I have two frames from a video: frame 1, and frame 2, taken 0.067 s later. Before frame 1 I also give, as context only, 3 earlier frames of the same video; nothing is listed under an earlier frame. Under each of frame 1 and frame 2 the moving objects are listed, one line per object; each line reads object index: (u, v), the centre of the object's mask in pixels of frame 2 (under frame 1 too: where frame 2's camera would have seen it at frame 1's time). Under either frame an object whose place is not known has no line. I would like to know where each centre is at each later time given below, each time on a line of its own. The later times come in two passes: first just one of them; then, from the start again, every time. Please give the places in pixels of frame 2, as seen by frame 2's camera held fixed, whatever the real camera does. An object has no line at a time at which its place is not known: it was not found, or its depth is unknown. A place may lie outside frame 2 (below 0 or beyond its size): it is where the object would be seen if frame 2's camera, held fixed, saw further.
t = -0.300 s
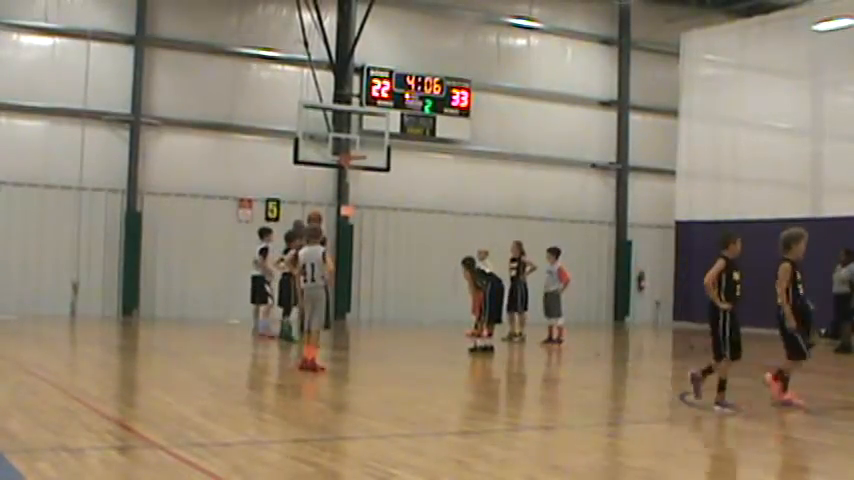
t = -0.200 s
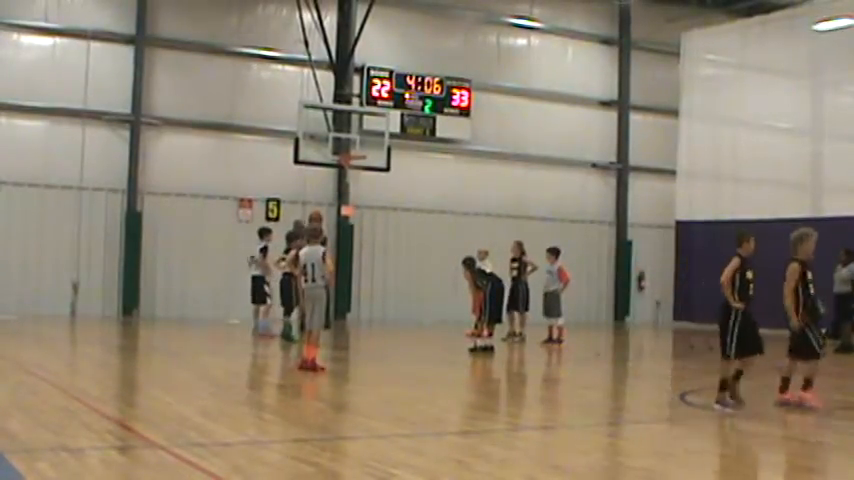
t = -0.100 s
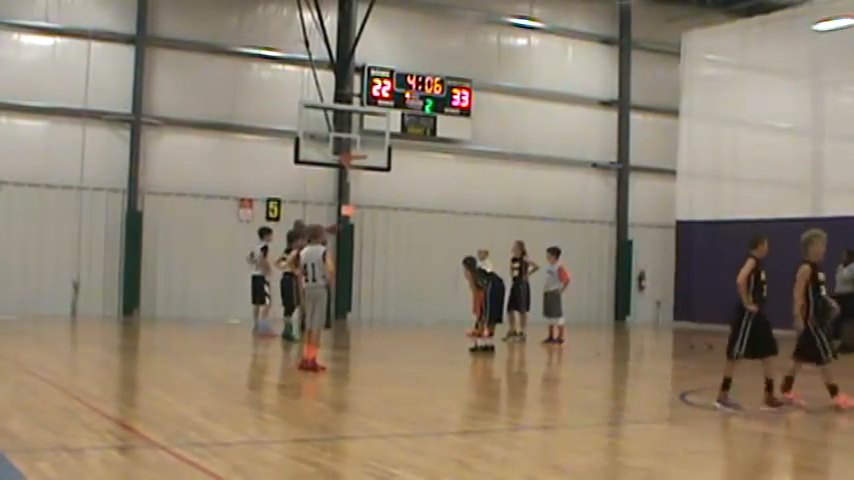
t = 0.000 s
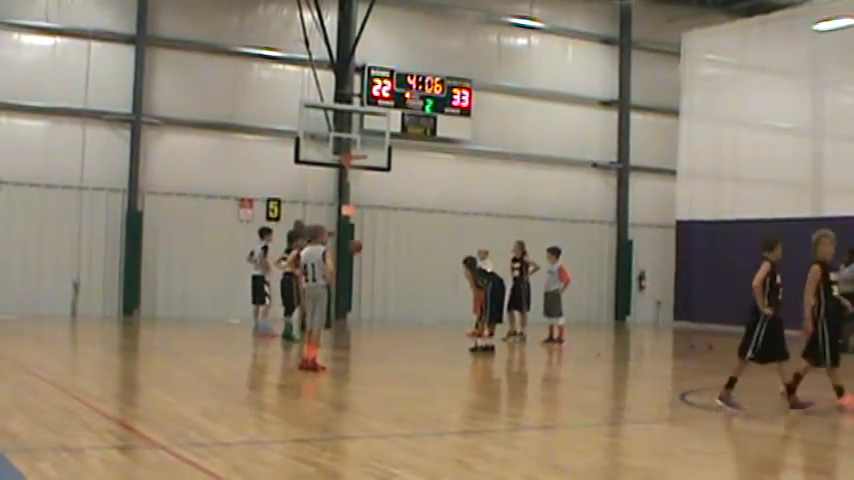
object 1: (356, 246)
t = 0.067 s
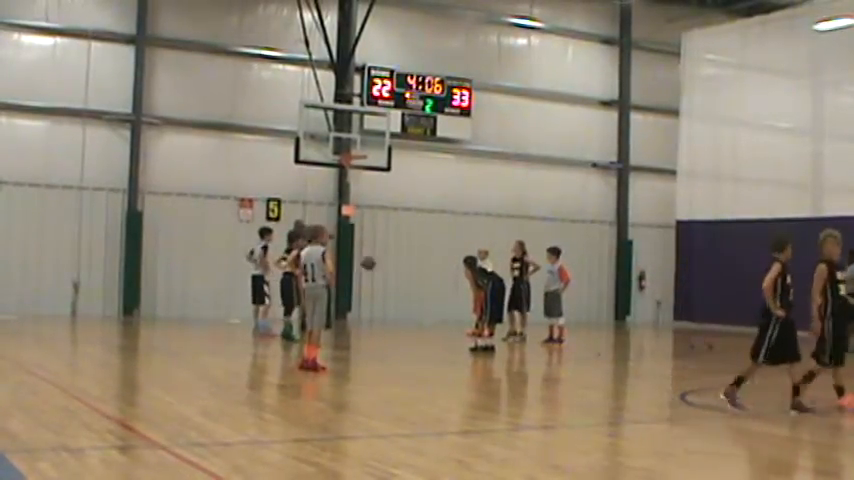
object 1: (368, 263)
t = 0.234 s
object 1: (403, 318)
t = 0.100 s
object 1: (375, 272)
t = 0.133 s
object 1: (382, 283)
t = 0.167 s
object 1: (389, 294)
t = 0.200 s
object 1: (396, 306)
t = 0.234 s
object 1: (403, 318)
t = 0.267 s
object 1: (409, 332)
